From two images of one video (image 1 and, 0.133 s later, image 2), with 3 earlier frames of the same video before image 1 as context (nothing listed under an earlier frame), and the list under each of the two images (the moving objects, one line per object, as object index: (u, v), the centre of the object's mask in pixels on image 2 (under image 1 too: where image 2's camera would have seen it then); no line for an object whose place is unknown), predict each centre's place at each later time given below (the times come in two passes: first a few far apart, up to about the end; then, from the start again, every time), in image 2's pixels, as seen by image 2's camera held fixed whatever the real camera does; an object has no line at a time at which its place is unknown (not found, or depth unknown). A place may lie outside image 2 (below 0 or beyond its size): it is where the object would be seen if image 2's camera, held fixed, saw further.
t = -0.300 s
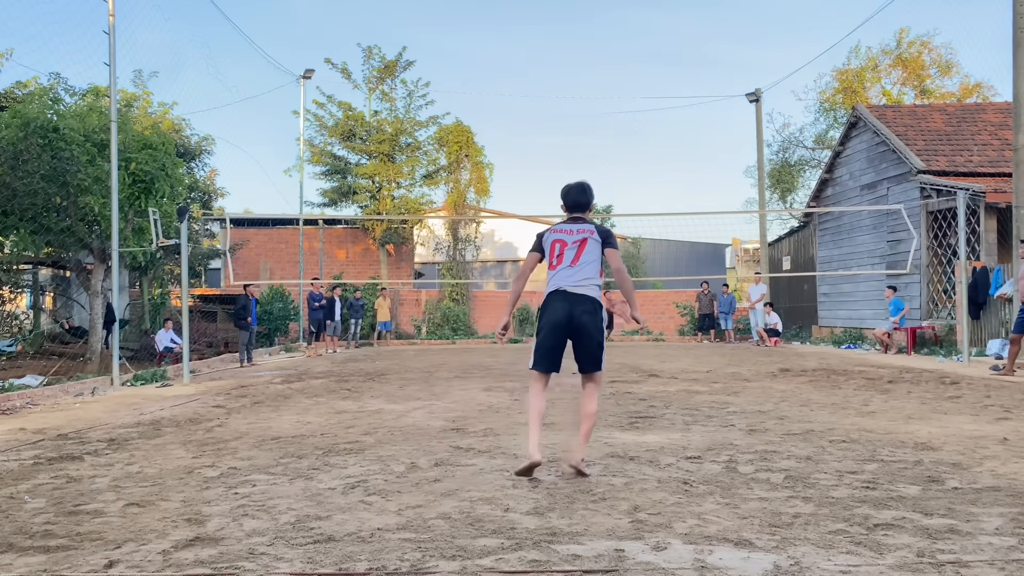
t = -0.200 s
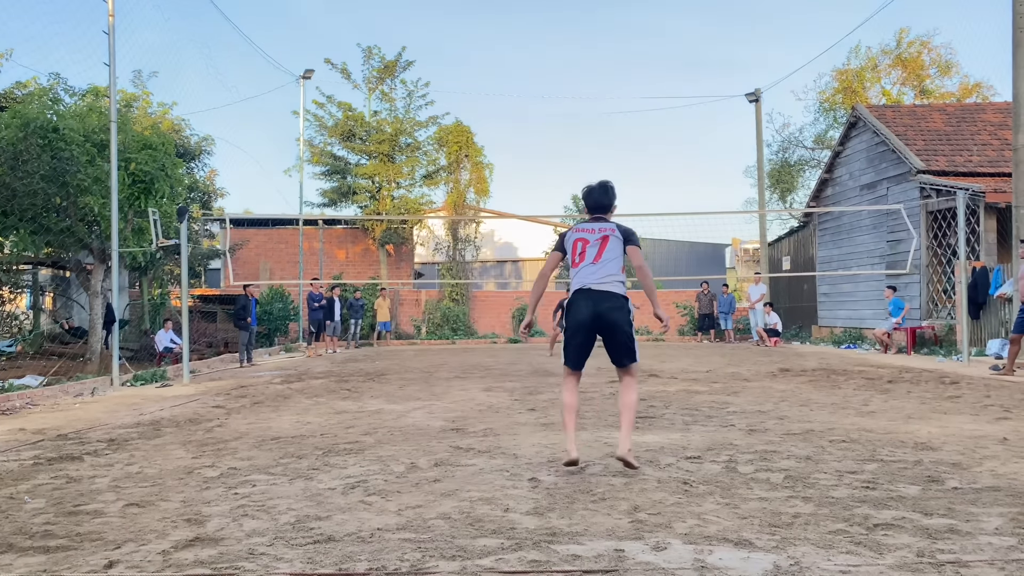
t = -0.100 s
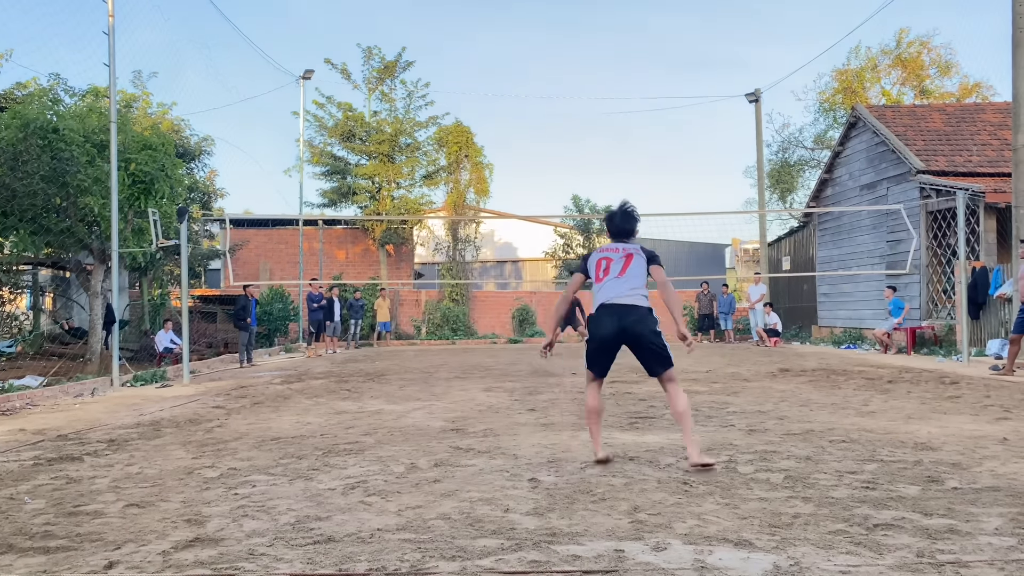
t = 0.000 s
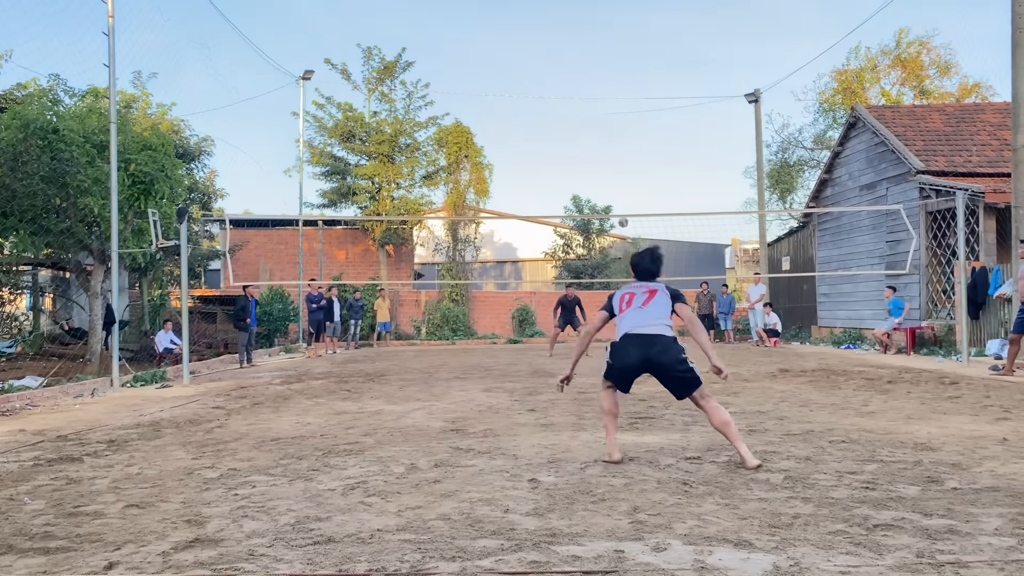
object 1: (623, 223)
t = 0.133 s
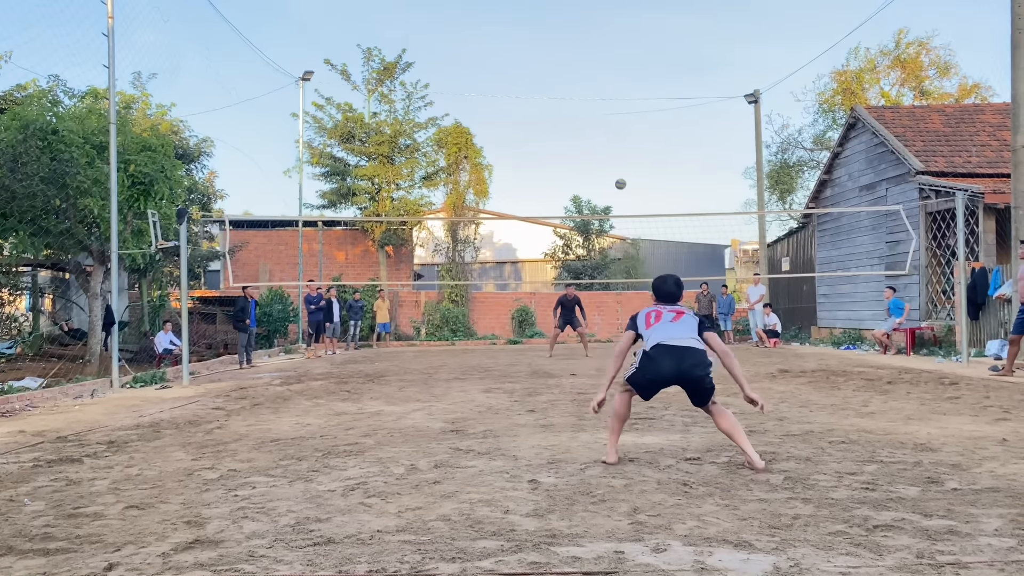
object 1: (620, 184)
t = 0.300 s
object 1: (618, 140)
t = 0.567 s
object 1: (615, 86)
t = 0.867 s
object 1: (609, 71)
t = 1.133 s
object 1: (601, 150)
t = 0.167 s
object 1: (620, 175)
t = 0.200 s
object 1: (619, 166)
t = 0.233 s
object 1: (619, 157)
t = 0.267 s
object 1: (619, 148)
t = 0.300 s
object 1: (618, 140)
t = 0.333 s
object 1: (618, 132)
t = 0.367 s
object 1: (617, 124)
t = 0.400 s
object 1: (617, 117)
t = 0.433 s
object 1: (616, 110)
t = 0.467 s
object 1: (616, 103)
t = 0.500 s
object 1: (615, 97)
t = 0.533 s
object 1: (615, 92)
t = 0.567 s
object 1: (615, 86)
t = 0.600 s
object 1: (614, 82)
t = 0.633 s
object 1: (613, 77)
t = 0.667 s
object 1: (613, 74)
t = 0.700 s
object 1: (612, 71)
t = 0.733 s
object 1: (611, 69)
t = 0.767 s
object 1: (611, 68)
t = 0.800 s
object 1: (610, 68)
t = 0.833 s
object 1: (609, 69)
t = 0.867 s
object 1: (609, 71)
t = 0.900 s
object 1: (608, 75)
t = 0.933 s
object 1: (607, 79)
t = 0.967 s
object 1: (606, 85)
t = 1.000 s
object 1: (605, 93)
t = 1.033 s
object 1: (604, 104)
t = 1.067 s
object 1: (603, 116)
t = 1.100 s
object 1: (602, 132)
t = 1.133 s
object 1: (601, 150)
